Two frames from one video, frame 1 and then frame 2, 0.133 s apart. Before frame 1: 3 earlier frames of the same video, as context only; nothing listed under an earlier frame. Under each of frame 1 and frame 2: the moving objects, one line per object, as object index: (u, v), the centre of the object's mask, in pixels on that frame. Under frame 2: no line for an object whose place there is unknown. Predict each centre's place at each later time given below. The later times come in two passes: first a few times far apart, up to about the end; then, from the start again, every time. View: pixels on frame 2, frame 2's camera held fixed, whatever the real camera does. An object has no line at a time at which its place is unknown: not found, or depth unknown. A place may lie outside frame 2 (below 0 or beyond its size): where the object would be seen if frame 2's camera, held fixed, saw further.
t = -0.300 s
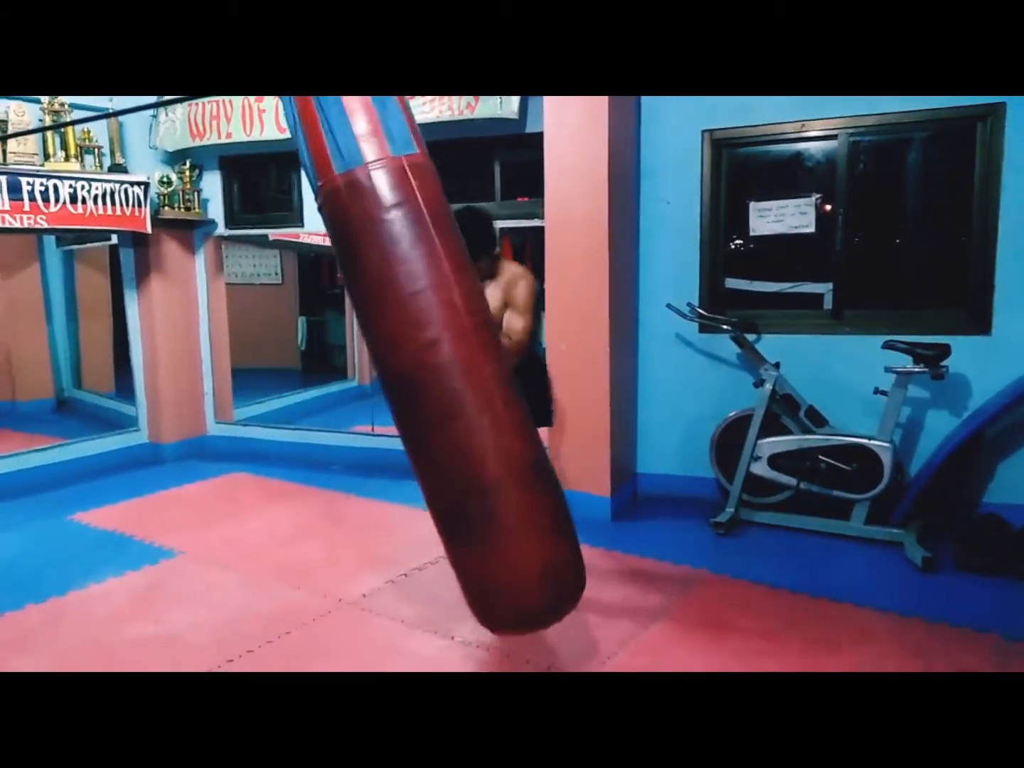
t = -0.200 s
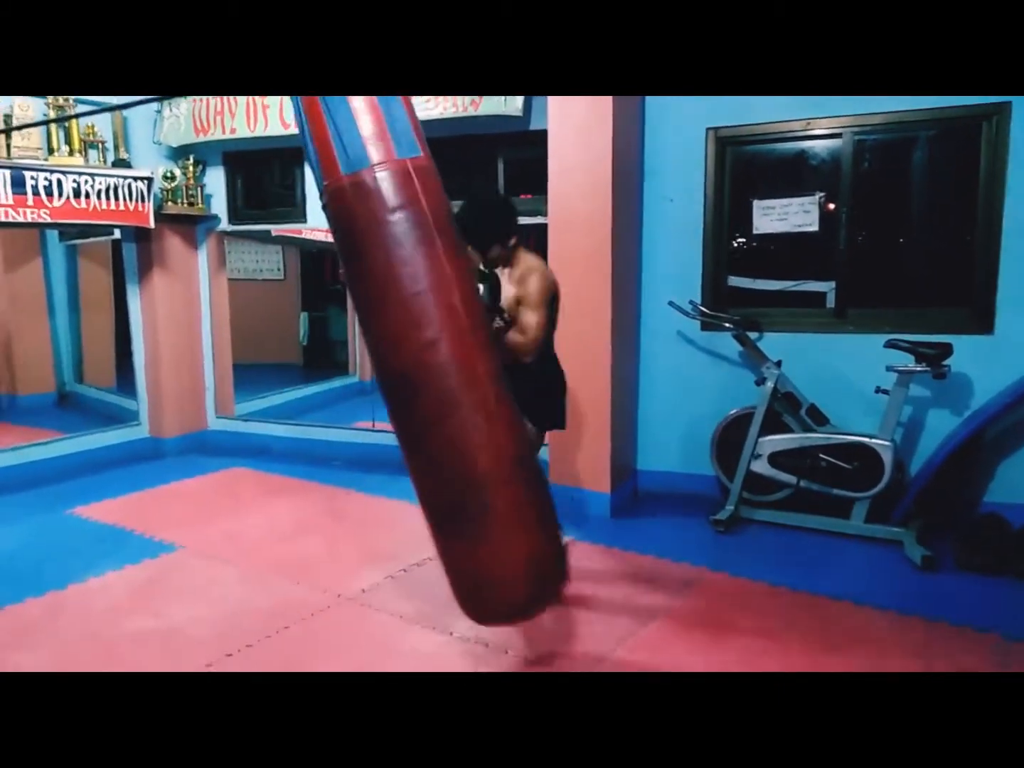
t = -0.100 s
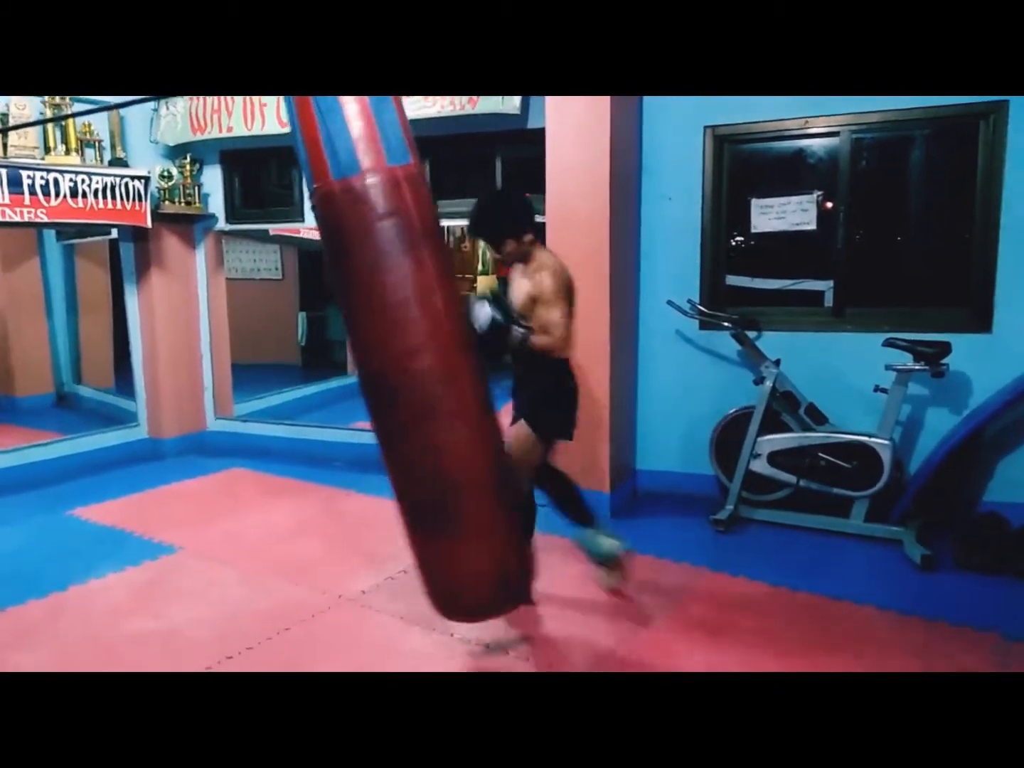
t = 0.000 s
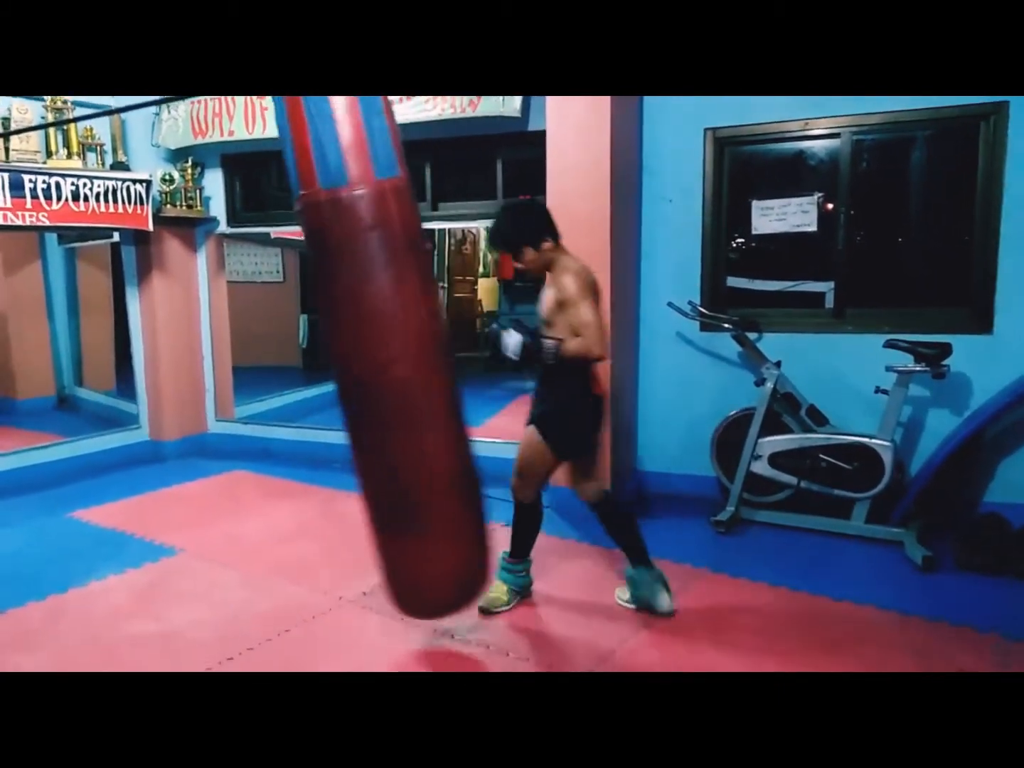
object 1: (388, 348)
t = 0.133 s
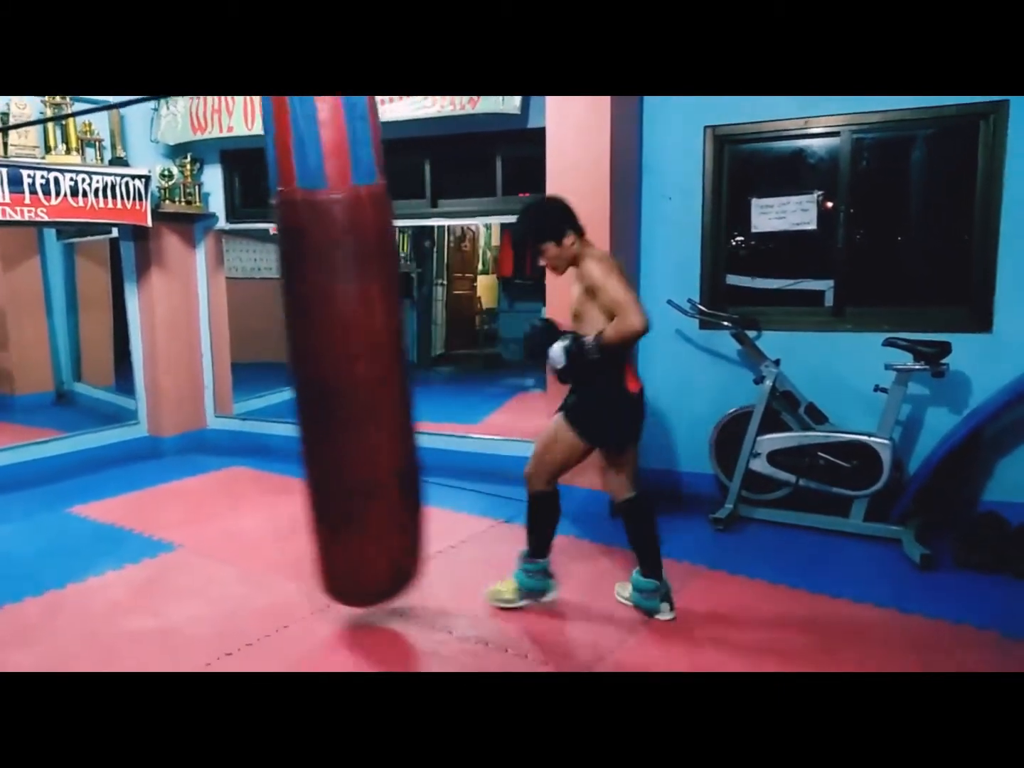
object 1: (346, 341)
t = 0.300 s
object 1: (293, 334)
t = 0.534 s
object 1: (227, 331)
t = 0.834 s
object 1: (224, 353)
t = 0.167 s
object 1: (335, 340)
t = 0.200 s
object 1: (324, 339)
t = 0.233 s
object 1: (314, 337)
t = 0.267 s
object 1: (304, 335)
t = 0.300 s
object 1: (293, 334)
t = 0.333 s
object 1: (282, 333)
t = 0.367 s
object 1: (273, 332)
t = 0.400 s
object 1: (263, 332)
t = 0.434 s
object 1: (255, 331)
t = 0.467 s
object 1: (248, 330)
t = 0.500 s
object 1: (239, 331)
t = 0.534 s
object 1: (227, 331)
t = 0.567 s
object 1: (222, 333)
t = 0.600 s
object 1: (218, 334)
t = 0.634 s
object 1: (215, 336)
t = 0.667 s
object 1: (214, 338)
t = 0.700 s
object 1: (214, 340)
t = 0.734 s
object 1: (214, 343)
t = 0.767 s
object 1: (216, 346)
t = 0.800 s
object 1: (220, 349)
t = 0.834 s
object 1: (224, 353)
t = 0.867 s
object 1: (229, 356)
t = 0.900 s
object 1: (236, 359)
